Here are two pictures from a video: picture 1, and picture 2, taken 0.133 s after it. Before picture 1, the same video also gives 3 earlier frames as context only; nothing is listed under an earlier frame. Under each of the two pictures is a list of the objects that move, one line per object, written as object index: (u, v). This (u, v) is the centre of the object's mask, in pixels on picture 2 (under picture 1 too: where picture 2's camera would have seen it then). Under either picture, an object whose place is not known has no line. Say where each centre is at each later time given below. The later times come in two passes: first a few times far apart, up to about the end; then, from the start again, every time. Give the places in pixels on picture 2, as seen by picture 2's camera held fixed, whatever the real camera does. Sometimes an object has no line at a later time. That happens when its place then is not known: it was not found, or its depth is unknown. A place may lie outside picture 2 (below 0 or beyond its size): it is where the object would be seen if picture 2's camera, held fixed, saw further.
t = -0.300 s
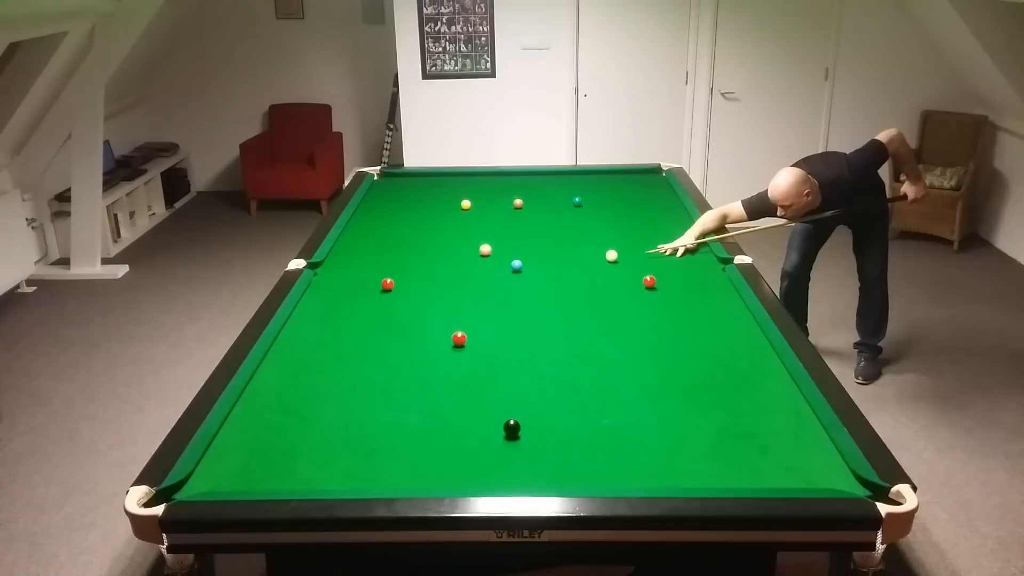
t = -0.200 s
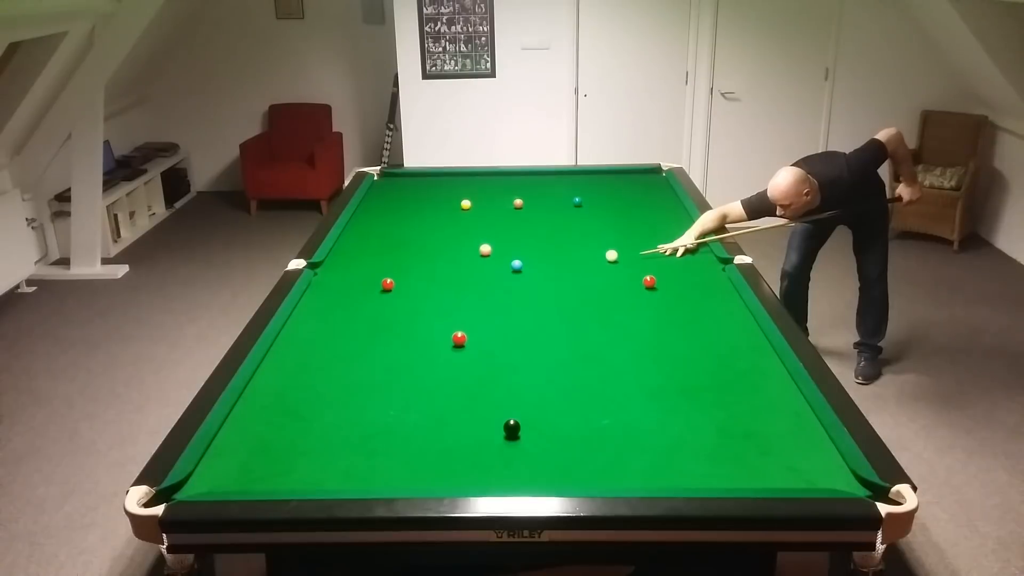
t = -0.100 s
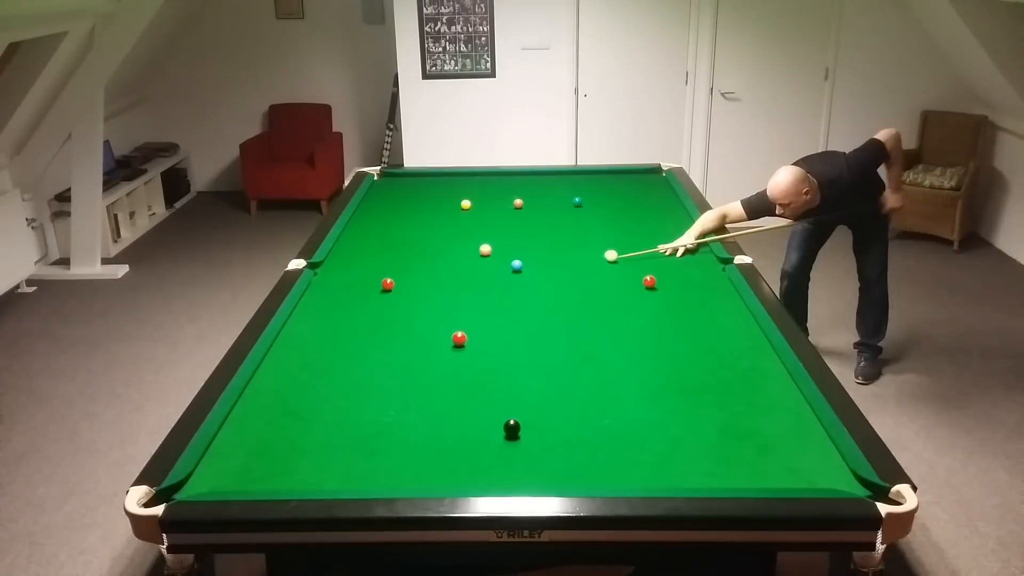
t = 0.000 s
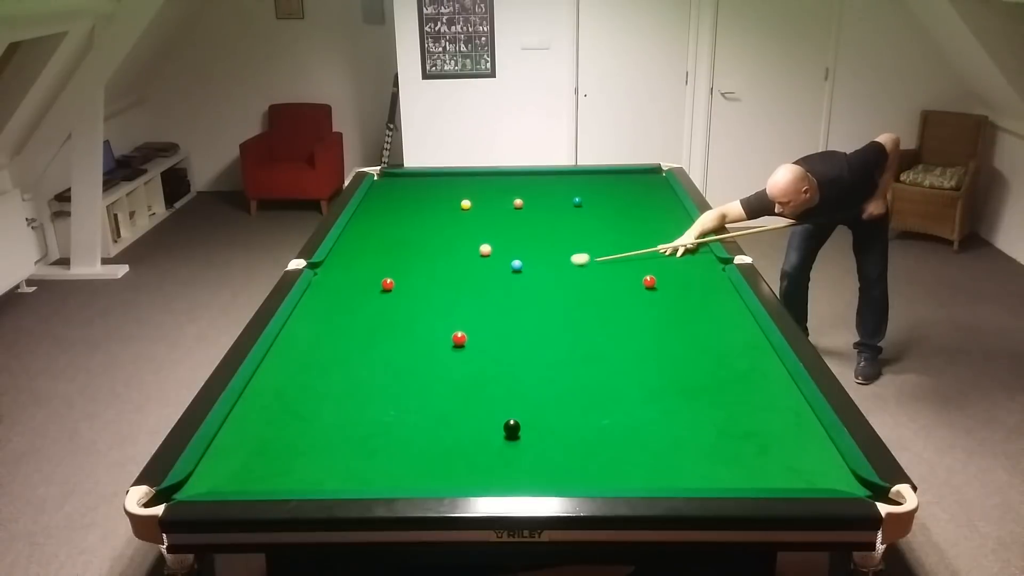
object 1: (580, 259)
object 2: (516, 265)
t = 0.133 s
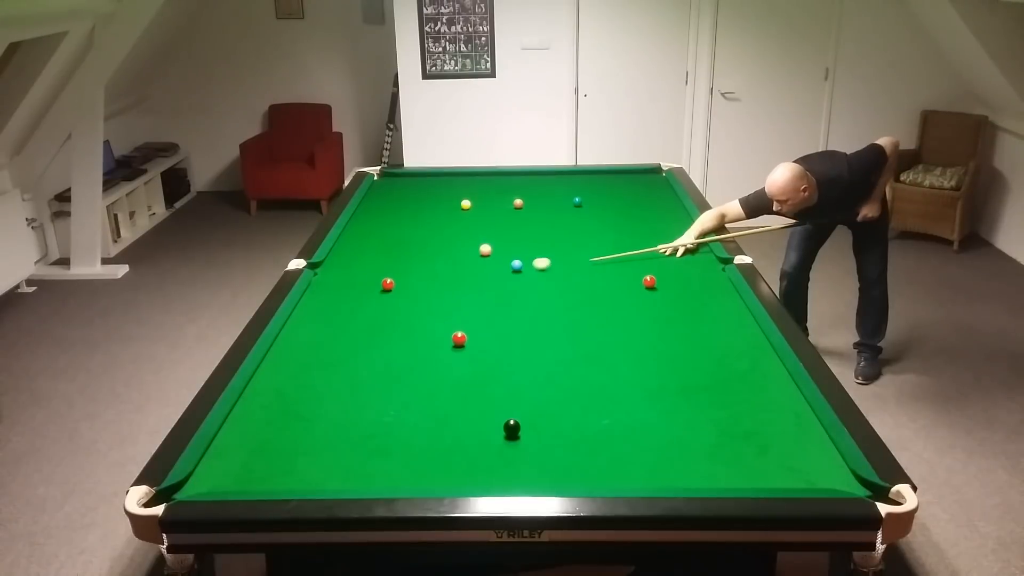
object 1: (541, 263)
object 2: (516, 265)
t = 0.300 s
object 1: (527, 268)
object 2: (495, 266)
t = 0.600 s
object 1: (522, 273)
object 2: (451, 266)
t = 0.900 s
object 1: (518, 278)
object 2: (409, 267)
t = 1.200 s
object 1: (515, 283)
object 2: (369, 267)
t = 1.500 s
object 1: (511, 287)
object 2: (330, 268)
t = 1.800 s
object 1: (509, 291)
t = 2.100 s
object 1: (507, 293)
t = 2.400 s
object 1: (505, 296)
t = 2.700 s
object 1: (504, 297)
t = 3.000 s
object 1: (503, 298)
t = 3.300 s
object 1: (503, 298)
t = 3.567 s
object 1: (503, 298)
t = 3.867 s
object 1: (503, 298)
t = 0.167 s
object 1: (533, 265)
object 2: (516, 266)
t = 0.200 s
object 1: (528, 266)
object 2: (513, 265)
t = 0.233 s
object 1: (528, 266)
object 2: (507, 265)
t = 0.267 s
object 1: (527, 267)
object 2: (501, 266)
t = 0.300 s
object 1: (527, 268)
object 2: (495, 266)
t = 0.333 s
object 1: (526, 268)
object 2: (490, 266)
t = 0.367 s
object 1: (526, 269)
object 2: (485, 266)
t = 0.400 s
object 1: (525, 270)
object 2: (480, 266)
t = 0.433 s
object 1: (525, 270)
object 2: (476, 266)
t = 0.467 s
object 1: (524, 271)
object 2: (471, 266)
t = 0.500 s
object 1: (524, 271)
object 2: (466, 266)
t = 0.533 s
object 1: (523, 272)
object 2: (461, 266)
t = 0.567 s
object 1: (523, 273)
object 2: (456, 266)
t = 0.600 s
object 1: (522, 273)
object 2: (451, 266)
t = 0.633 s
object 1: (522, 274)
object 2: (447, 266)
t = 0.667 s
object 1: (521, 274)
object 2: (442, 266)
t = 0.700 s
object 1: (521, 275)
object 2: (437, 267)
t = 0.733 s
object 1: (520, 276)
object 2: (432, 267)
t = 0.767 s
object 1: (520, 276)
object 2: (428, 267)
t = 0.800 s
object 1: (519, 277)
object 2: (423, 267)
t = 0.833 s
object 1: (519, 277)
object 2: (419, 267)
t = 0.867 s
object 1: (519, 278)
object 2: (414, 267)
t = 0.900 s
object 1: (518, 278)
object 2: (409, 267)
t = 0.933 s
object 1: (518, 279)
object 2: (405, 267)
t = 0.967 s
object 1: (517, 279)
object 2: (400, 267)
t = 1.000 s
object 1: (517, 280)
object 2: (396, 267)
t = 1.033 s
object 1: (516, 280)
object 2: (391, 267)
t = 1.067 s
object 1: (516, 281)
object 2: (386, 267)
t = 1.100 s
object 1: (516, 281)
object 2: (382, 267)
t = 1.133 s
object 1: (515, 282)
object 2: (378, 267)
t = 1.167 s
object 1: (515, 282)
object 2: (373, 267)
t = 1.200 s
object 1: (515, 283)
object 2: (369, 267)
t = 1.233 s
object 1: (514, 283)
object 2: (365, 267)
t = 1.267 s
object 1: (514, 284)
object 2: (360, 268)
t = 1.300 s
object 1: (513, 284)
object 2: (356, 268)
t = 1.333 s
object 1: (513, 285)
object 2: (352, 268)
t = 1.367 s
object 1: (513, 285)
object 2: (348, 268)
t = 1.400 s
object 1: (512, 286)
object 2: (343, 268)
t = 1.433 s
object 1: (512, 286)
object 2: (339, 268)
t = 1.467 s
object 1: (512, 287)
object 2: (335, 268)
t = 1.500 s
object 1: (511, 287)
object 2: (330, 268)
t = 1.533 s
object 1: (511, 287)
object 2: (326, 268)
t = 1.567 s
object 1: (511, 288)
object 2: (322, 268)
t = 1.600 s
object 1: (511, 288)
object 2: (318, 268)
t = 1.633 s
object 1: (510, 289)
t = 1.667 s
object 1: (510, 289)
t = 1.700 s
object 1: (510, 289)
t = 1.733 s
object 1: (509, 290)
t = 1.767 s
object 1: (509, 290)
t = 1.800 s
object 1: (509, 291)
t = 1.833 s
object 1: (509, 291)
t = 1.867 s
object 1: (508, 291)
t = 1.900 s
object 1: (508, 292)
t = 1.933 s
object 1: (508, 292)
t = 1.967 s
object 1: (508, 292)
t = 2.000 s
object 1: (508, 293)
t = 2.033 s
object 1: (507, 293)
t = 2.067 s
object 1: (507, 293)
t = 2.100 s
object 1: (507, 293)
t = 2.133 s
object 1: (507, 294)
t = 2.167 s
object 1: (506, 294)
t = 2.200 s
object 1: (506, 294)
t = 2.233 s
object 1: (506, 295)
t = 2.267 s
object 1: (506, 295)
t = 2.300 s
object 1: (506, 295)
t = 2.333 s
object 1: (506, 295)
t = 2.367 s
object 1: (506, 295)
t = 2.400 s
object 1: (505, 296)
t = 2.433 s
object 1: (505, 296)
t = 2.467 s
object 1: (505, 296)
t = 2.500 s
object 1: (505, 296)
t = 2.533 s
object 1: (505, 296)
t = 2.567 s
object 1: (505, 296)
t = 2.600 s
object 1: (504, 297)
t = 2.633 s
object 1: (504, 297)
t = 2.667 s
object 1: (504, 297)
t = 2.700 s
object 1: (504, 297)
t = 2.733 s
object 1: (504, 297)
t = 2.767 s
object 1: (504, 297)
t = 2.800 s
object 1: (504, 297)
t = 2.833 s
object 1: (504, 297)
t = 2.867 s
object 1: (504, 298)
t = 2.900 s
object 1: (503, 298)
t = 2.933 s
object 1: (503, 298)
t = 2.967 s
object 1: (503, 298)
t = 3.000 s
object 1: (503, 298)
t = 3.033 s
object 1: (503, 298)
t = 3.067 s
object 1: (503, 298)
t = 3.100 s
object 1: (503, 298)
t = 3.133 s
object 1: (503, 298)
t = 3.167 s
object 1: (503, 298)
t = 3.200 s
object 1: (503, 298)
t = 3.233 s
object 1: (503, 298)
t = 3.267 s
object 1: (503, 298)
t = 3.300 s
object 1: (503, 298)
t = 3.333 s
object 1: (503, 298)
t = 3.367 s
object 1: (503, 298)
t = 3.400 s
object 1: (503, 298)
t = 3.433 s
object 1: (503, 298)
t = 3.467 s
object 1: (503, 298)
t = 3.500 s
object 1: (503, 298)
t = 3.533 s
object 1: (503, 298)
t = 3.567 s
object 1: (503, 298)
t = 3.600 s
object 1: (503, 298)
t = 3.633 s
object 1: (503, 298)
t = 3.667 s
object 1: (503, 298)
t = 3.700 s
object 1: (503, 298)
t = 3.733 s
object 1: (503, 298)
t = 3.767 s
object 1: (503, 298)
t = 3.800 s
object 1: (503, 298)
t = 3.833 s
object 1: (503, 298)
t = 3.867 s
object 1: (503, 298)
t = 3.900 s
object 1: (503, 298)
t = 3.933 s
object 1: (503, 298)
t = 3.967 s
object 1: (503, 298)
